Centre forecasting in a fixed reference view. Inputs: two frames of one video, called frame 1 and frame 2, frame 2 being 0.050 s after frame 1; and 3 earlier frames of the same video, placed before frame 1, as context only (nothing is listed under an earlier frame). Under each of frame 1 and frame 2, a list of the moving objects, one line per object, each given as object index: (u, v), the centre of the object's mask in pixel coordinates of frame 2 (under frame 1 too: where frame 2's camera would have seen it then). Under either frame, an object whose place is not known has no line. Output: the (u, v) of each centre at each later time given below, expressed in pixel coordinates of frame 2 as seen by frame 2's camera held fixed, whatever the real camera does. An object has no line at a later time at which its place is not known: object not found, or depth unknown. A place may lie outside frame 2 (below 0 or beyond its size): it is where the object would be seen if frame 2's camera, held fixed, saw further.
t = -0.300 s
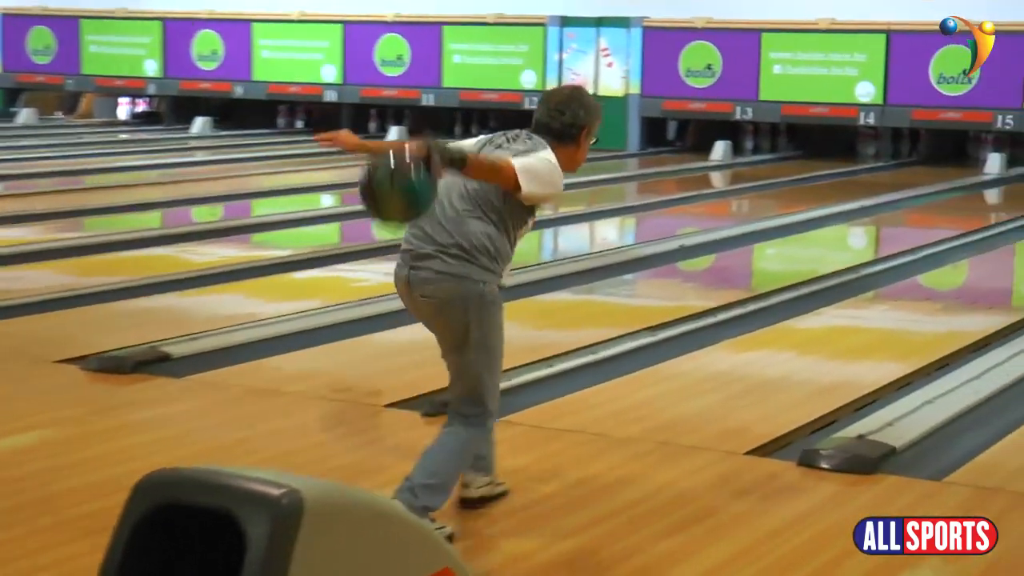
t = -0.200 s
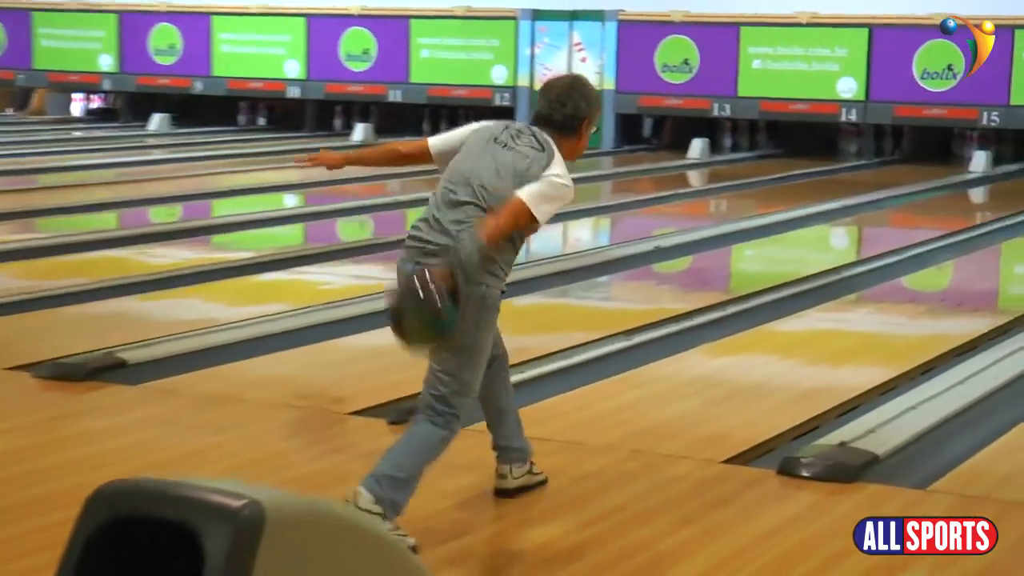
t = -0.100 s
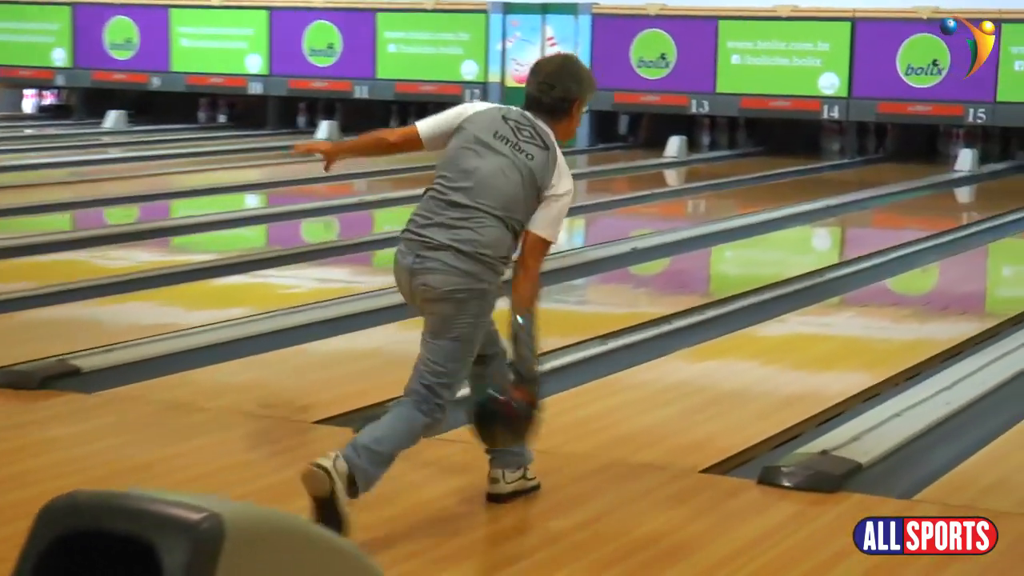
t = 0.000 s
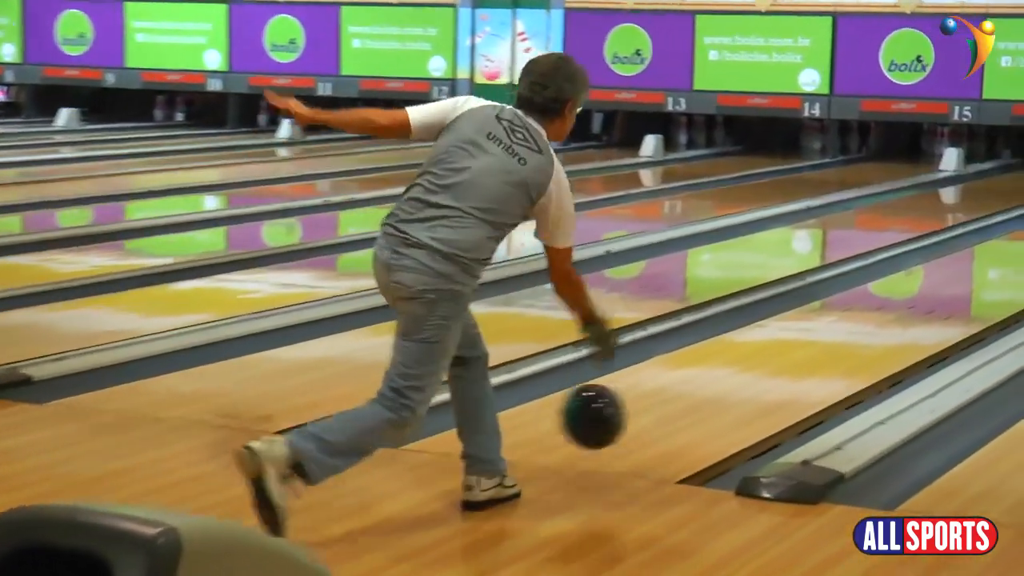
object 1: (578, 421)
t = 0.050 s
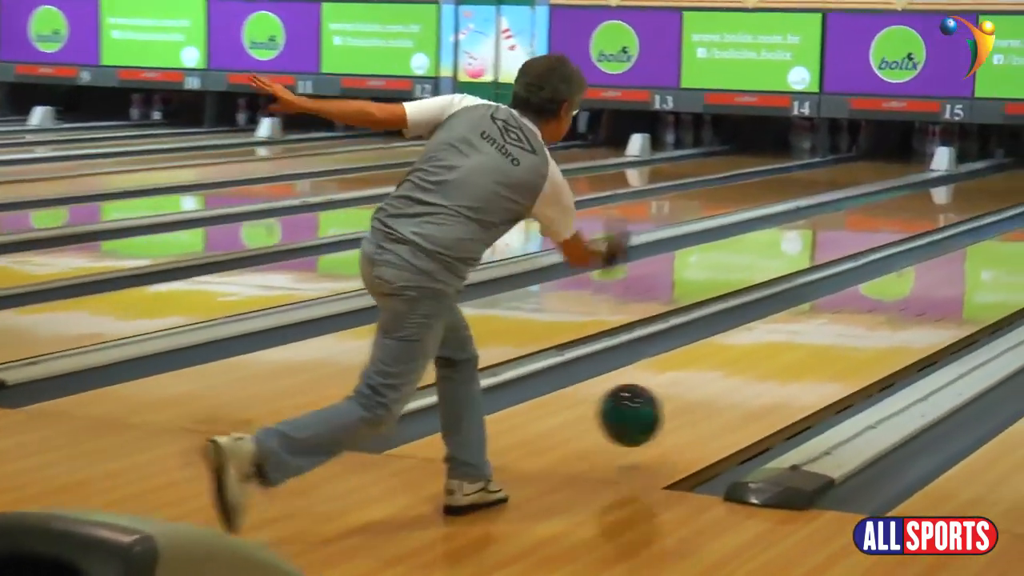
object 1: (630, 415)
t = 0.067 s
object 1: (646, 414)
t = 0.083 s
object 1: (661, 415)
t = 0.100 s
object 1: (676, 416)
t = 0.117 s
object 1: (691, 415)
